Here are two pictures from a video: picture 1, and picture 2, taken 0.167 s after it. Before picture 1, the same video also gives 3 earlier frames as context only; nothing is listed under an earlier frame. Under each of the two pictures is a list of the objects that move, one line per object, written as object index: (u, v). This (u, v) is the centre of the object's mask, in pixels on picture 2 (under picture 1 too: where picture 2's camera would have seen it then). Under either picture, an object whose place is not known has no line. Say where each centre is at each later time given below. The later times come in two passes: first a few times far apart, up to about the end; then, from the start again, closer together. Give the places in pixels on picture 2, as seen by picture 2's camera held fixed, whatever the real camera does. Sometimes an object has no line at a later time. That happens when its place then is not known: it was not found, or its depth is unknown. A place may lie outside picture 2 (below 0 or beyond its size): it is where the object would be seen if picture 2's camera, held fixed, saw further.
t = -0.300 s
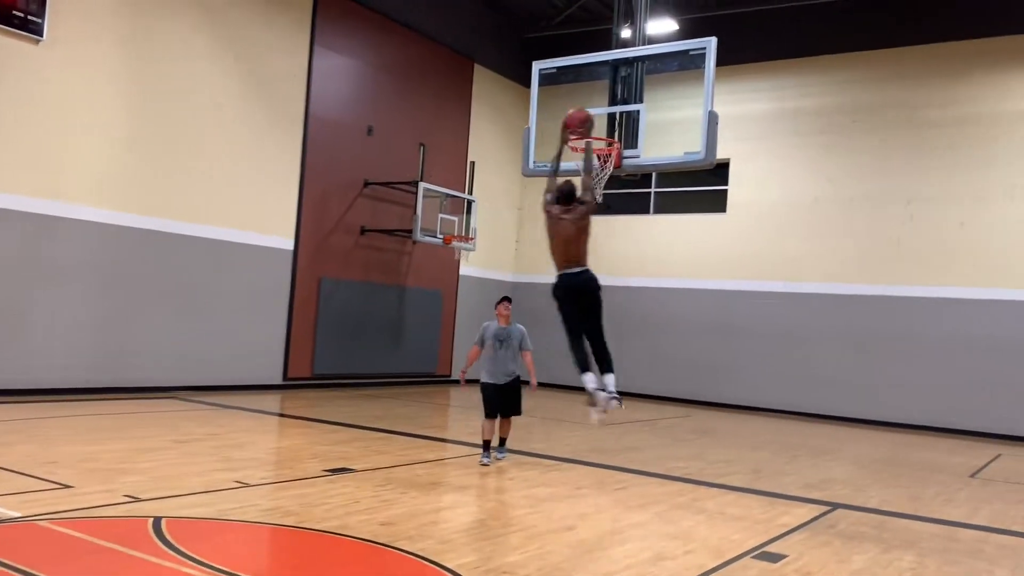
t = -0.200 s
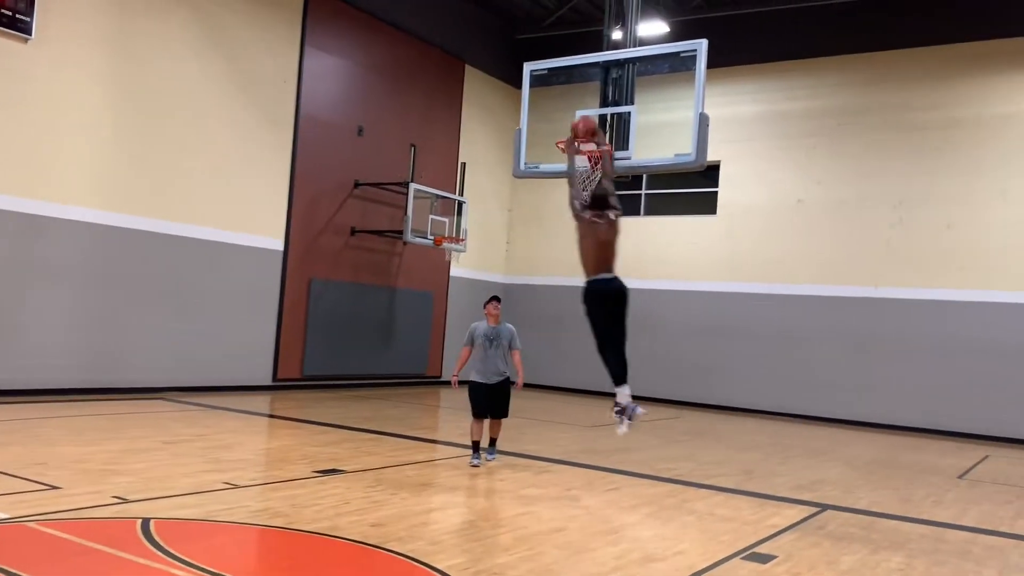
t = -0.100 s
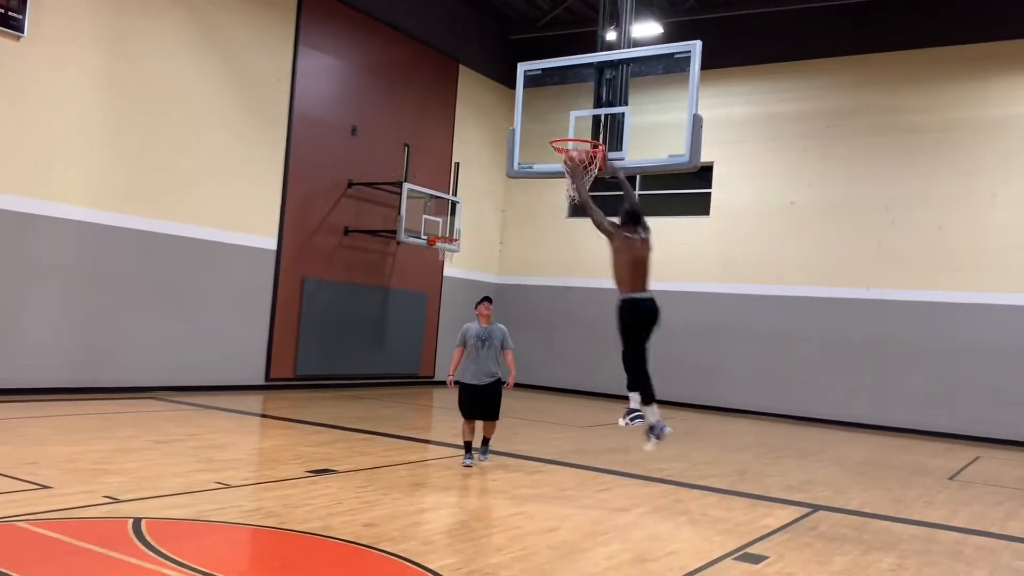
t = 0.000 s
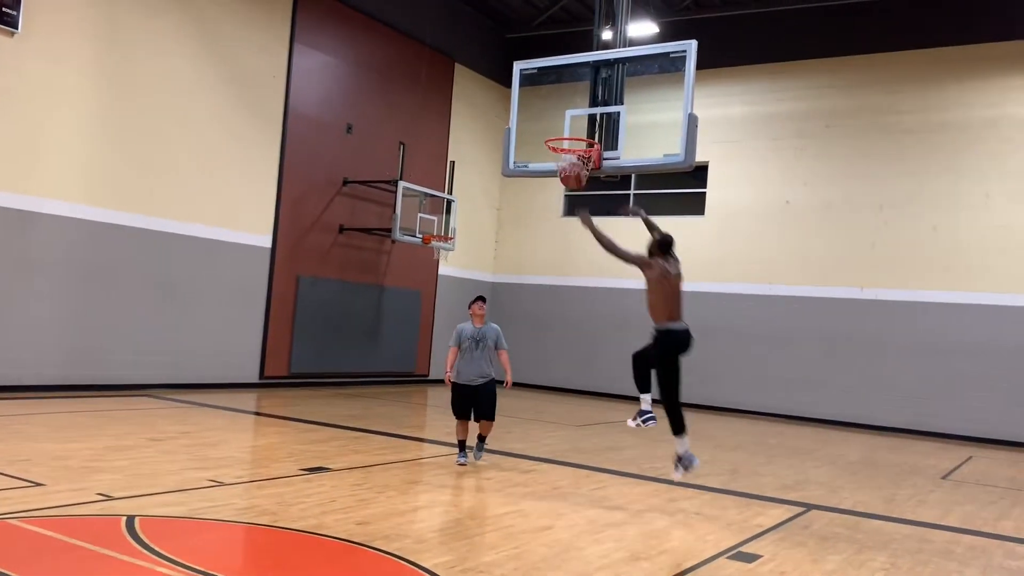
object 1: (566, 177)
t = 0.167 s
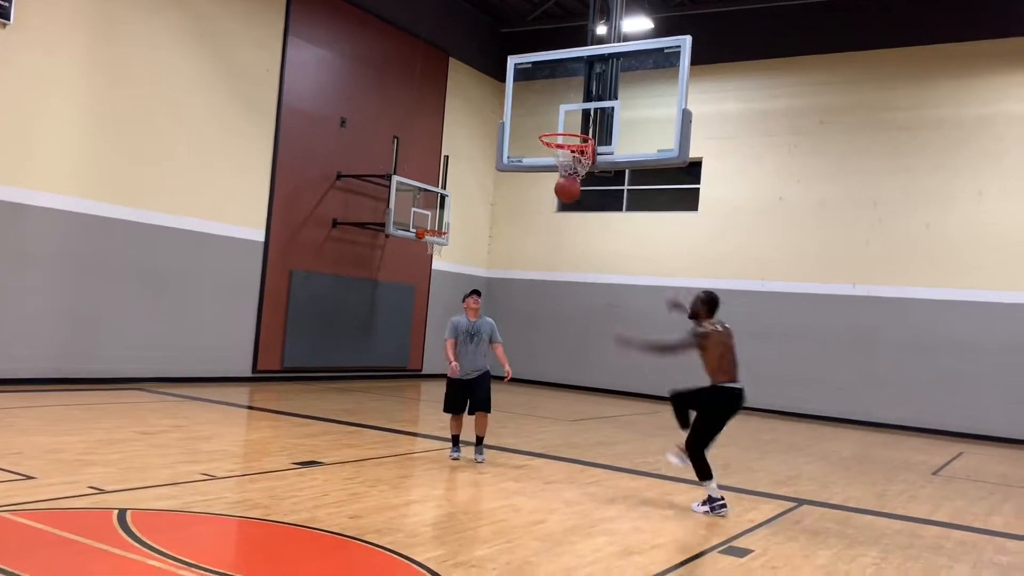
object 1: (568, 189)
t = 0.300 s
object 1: (566, 226)
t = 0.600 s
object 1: (558, 377)
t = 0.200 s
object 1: (568, 197)
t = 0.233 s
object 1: (567, 205)
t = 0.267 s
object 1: (567, 214)
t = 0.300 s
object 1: (566, 226)
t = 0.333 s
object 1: (566, 238)
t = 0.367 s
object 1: (565, 251)
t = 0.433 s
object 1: (563, 281)
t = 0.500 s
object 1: (561, 316)
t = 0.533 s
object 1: (561, 336)
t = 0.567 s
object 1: (560, 357)
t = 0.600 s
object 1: (558, 377)
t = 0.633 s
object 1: (556, 402)
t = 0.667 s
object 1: (555, 426)
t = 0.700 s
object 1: (555, 451)
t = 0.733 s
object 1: (554, 473)
